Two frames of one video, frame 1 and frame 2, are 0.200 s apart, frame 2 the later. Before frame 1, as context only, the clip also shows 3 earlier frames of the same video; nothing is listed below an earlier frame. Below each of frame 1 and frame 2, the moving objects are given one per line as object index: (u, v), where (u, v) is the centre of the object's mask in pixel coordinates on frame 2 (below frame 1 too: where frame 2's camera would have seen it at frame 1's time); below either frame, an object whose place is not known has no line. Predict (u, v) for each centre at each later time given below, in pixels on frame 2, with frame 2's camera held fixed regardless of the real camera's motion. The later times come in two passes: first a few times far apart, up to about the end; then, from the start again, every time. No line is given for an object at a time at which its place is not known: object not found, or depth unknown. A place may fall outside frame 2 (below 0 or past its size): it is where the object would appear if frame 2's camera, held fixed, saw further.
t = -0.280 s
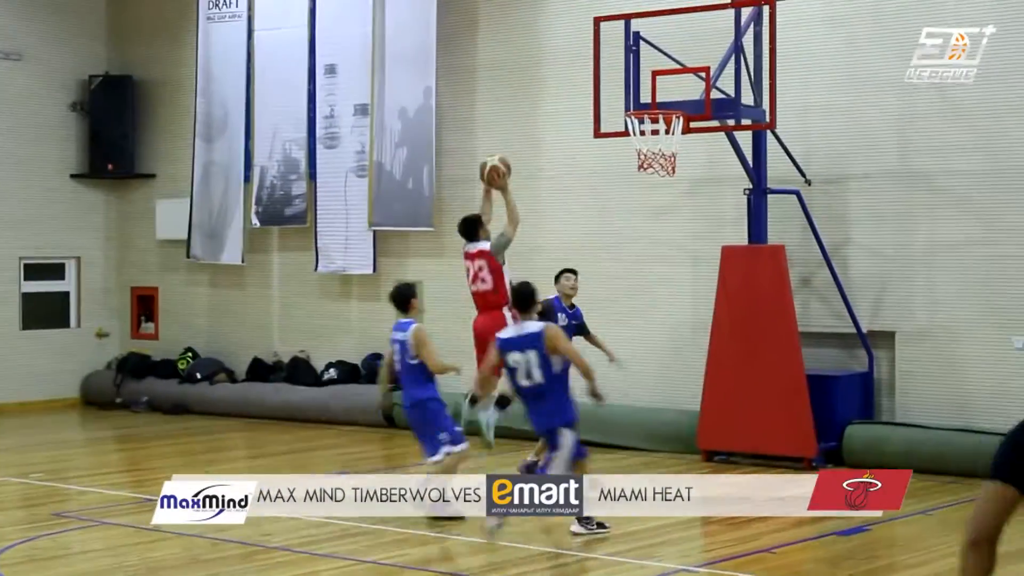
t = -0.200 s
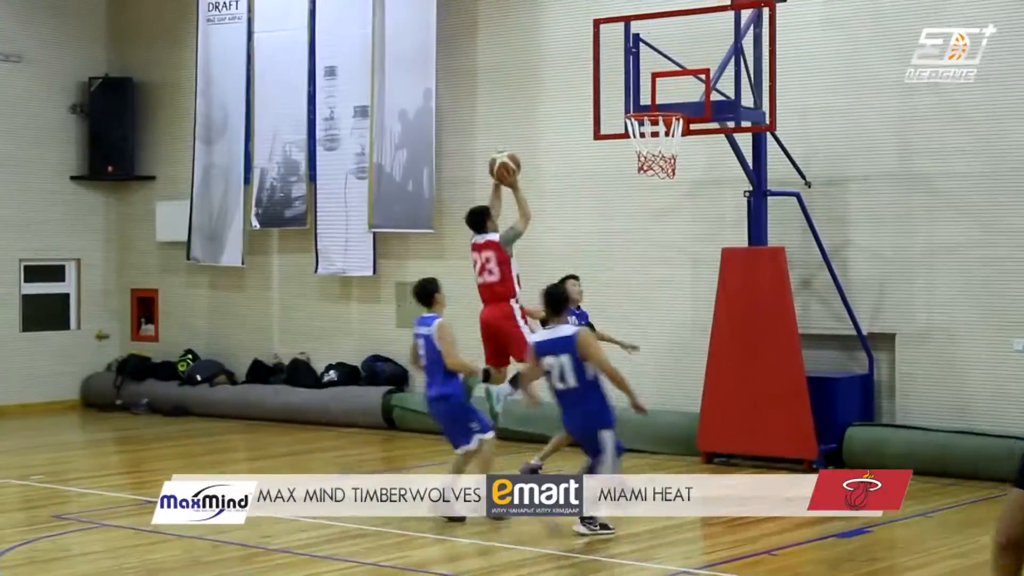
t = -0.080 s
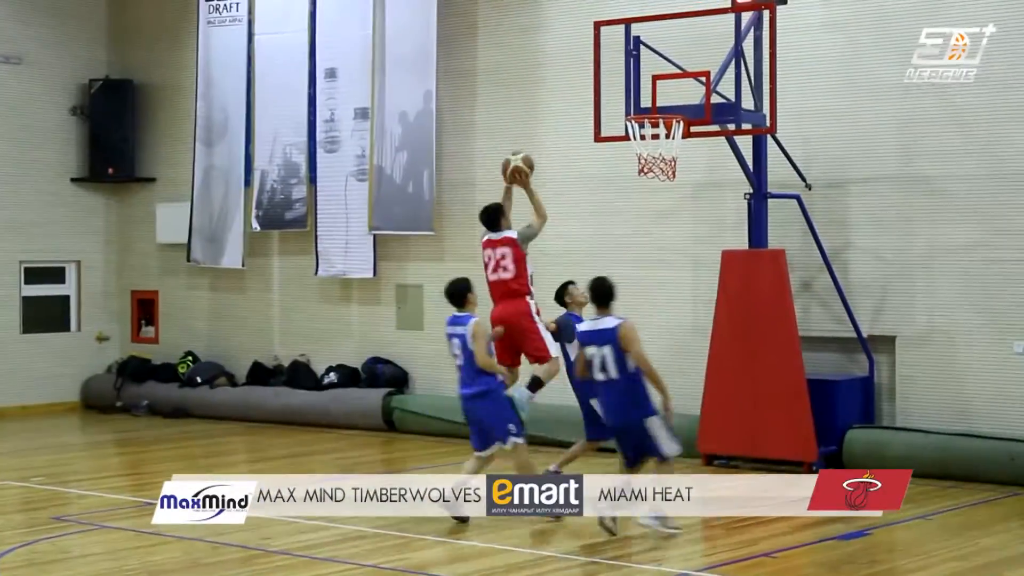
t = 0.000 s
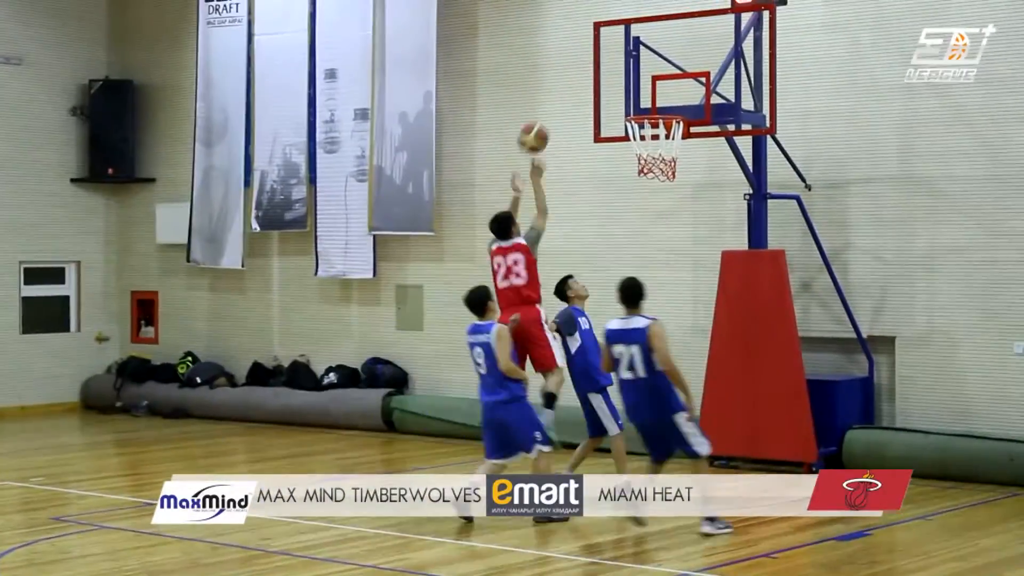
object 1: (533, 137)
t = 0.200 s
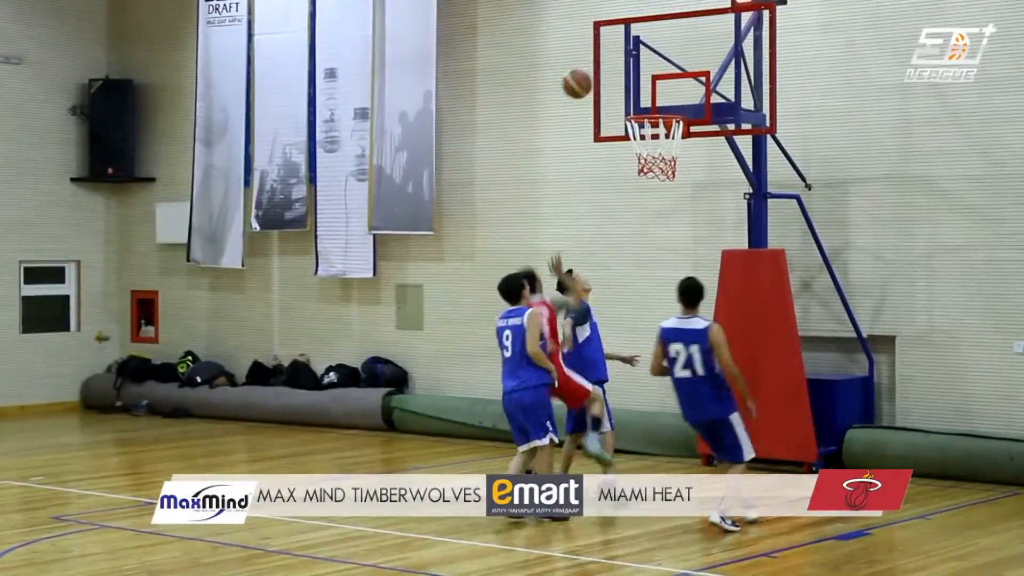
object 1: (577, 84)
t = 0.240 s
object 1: (586, 79)
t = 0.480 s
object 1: (635, 92)
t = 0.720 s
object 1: (673, 158)
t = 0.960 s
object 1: (678, 202)
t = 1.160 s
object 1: (681, 290)
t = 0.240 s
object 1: (586, 79)
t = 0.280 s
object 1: (594, 76)
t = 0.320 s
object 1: (603, 76)
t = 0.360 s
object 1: (610, 77)
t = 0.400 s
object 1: (619, 80)
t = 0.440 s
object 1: (627, 86)
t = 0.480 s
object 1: (635, 92)
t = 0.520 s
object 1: (643, 102)
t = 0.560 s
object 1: (651, 112)
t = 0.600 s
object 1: (659, 125)
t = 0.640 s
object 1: (665, 138)
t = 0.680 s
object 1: (672, 146)
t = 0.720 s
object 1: (673, 158)
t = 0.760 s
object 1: (676, 159)
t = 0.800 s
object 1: (678, 164)
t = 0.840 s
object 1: (677, 170)
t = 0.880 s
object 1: (678, 179)
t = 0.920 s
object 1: (678, 189)
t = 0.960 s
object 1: (678, 202)
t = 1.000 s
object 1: (679, 215)
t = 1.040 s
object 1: (679, 231)
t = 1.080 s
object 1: (680, 249)
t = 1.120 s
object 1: (681, 269)
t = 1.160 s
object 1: (681, 290)
